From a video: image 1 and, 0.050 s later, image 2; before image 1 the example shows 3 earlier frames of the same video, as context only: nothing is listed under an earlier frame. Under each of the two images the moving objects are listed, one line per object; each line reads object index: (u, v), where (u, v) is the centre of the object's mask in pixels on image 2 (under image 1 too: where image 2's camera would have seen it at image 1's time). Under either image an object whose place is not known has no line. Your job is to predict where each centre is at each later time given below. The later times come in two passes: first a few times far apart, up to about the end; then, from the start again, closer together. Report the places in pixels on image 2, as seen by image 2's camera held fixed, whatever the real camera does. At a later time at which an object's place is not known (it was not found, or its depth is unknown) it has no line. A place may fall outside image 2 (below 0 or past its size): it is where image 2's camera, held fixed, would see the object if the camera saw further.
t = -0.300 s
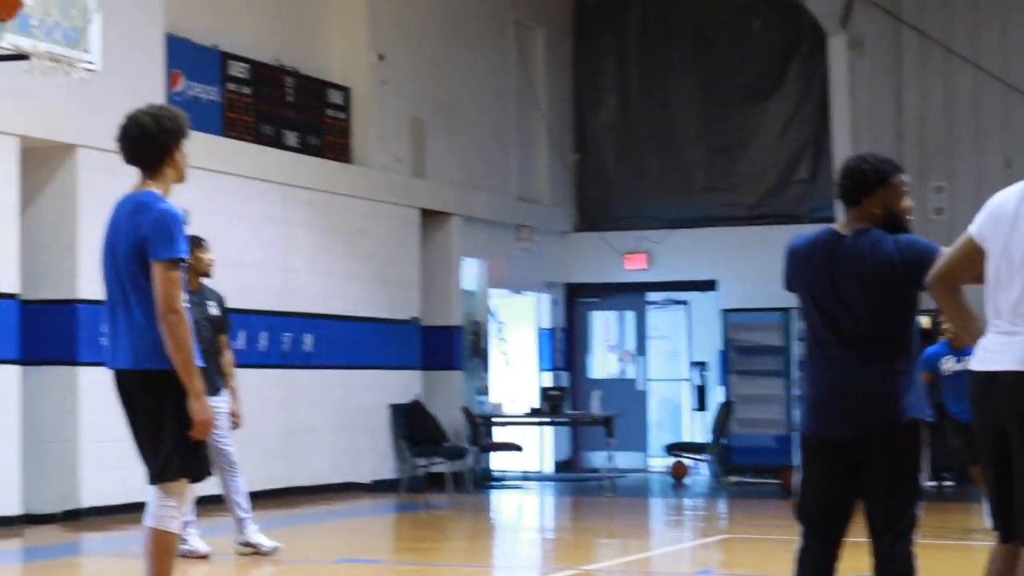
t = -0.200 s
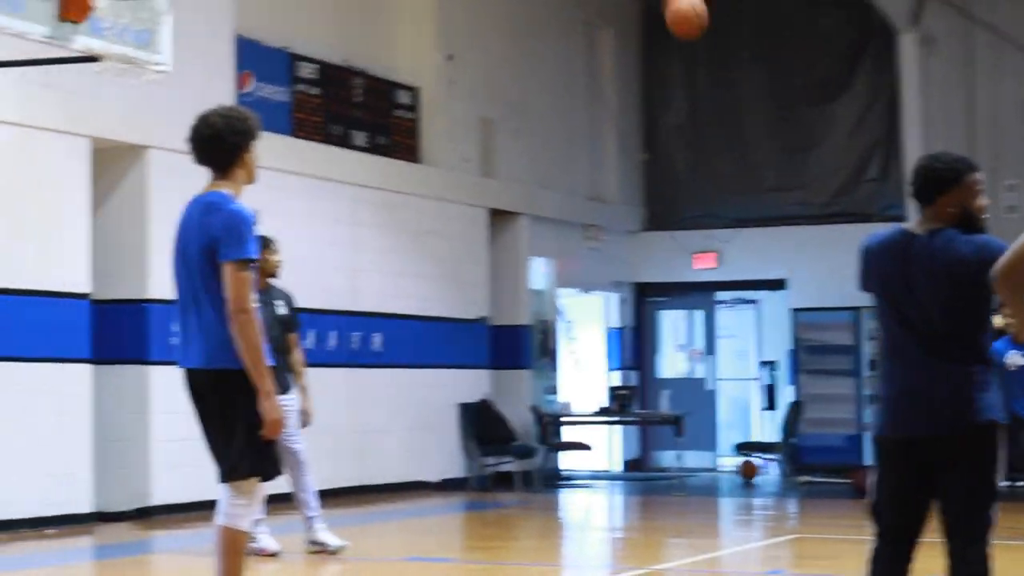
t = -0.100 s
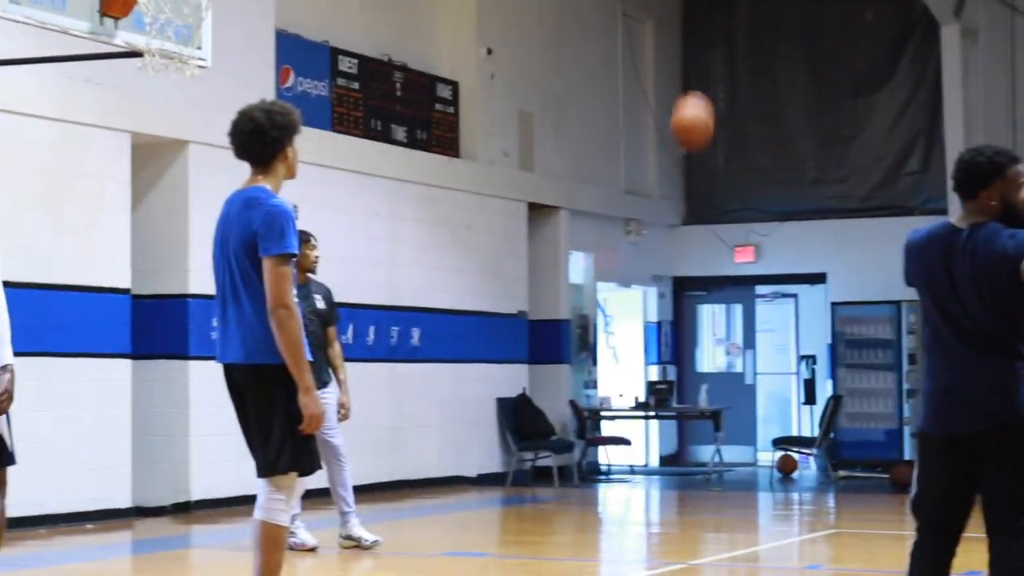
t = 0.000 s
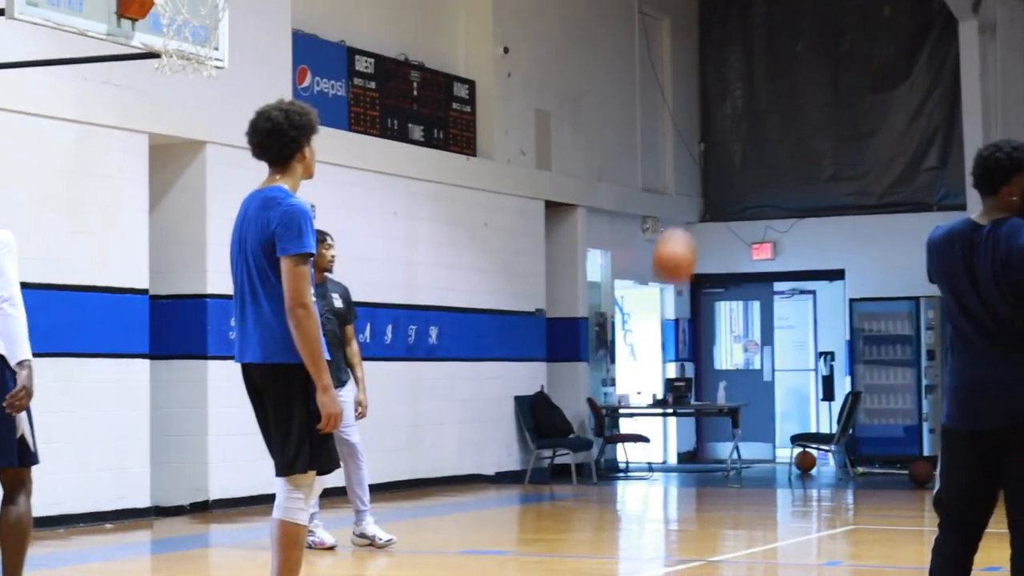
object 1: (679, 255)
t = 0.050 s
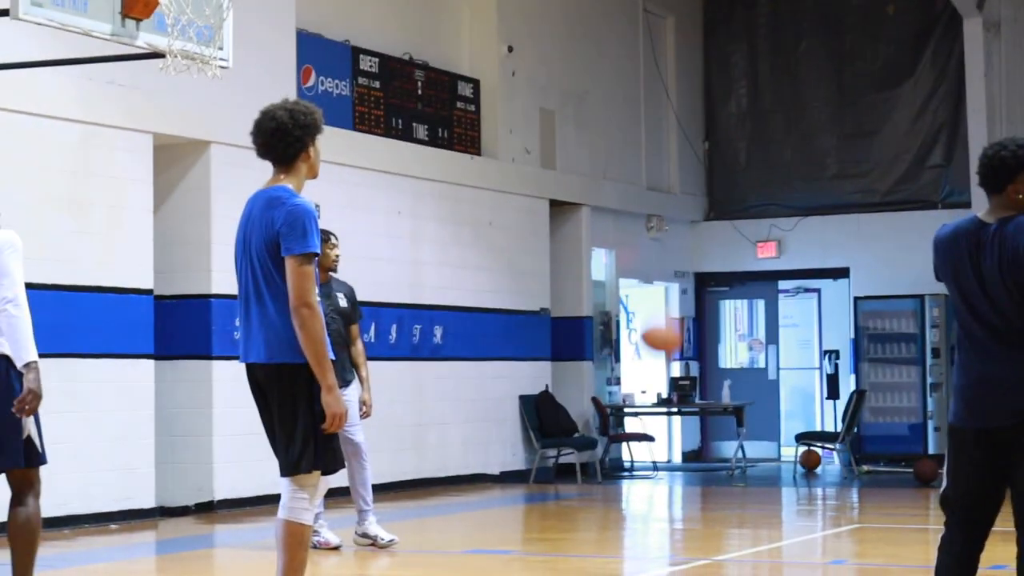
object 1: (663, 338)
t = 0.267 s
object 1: (602, 424)
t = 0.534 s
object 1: (556, 162)
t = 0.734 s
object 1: (524, 53)
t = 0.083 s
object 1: (647, 397)
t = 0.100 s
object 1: (641, 426)
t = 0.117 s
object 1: (633, 461)
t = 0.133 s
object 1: (624, 484)
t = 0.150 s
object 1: (618, 517)
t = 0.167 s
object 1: (616, 547)
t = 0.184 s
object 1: (613, 530)
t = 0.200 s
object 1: (610, 509)
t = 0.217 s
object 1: (608, 485)
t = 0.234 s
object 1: (606, 464)
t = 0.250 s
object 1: (604, 445)
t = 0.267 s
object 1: (602, 424)
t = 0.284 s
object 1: (599, 404)
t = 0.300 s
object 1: (595, 383)
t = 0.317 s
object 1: (592, 364)
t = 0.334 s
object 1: (590, 346)
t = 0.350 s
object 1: (587, 330)
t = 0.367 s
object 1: (584, 312)
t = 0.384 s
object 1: (581, 294)
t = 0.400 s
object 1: (577, 277)
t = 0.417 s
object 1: (575, 260)
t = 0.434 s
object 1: (573, 245)
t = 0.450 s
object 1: (570, 230)
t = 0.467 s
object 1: (567, 216)
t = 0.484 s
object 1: (565, 202)
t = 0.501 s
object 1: (562, 189)
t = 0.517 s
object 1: (559, 175)
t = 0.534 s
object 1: (556, 162)
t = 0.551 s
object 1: (554, 150)
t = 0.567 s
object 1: (551, 140)
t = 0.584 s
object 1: (548, 128)
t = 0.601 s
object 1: (545, 118)
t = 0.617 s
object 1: (542, 108)
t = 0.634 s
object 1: (539, 98)
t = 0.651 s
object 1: (537, 90)
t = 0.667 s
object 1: (534, 81)
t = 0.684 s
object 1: (531, 73)
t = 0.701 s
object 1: (529, 66)
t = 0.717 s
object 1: (526, 59)
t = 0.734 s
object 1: (524, 53)
